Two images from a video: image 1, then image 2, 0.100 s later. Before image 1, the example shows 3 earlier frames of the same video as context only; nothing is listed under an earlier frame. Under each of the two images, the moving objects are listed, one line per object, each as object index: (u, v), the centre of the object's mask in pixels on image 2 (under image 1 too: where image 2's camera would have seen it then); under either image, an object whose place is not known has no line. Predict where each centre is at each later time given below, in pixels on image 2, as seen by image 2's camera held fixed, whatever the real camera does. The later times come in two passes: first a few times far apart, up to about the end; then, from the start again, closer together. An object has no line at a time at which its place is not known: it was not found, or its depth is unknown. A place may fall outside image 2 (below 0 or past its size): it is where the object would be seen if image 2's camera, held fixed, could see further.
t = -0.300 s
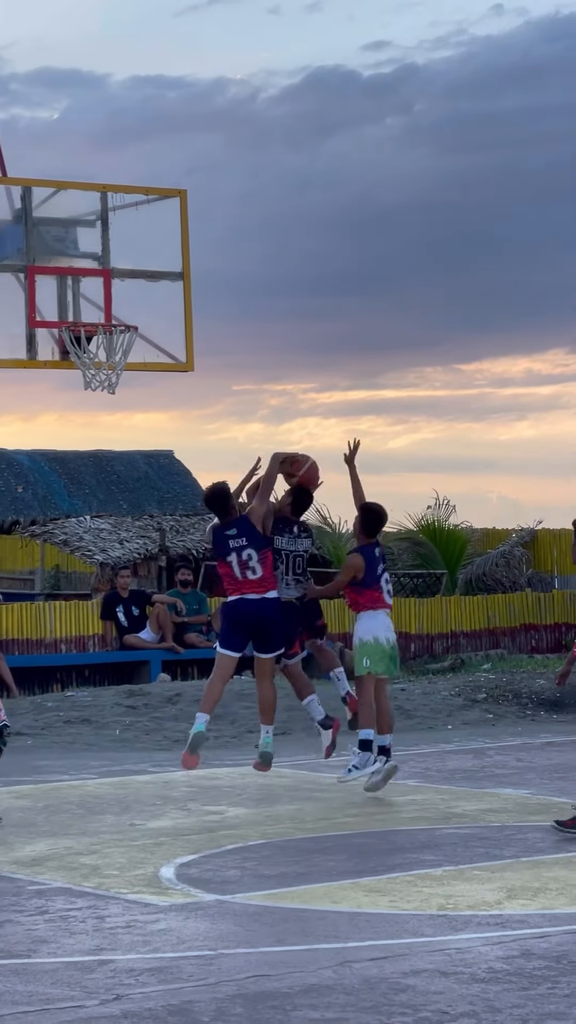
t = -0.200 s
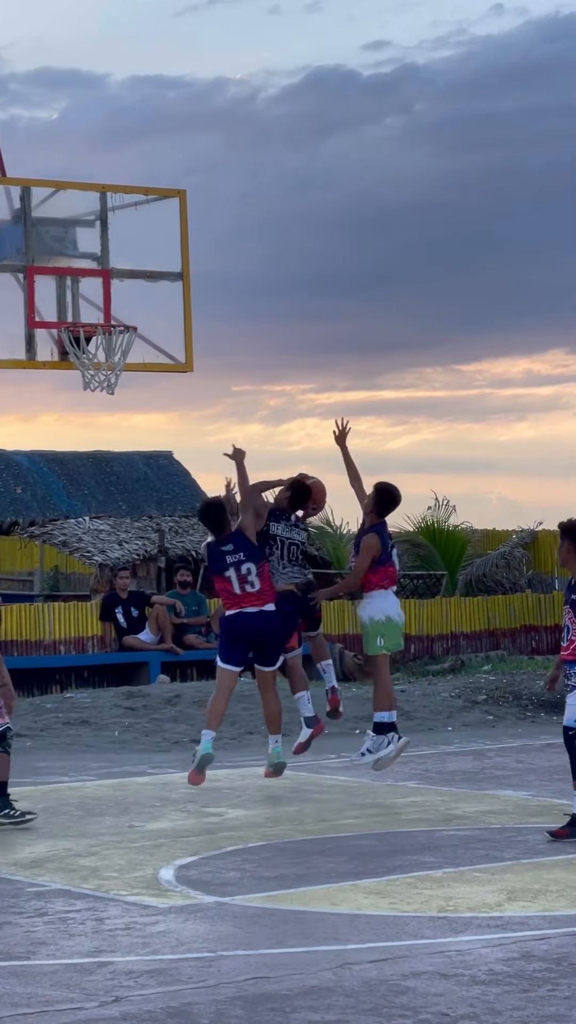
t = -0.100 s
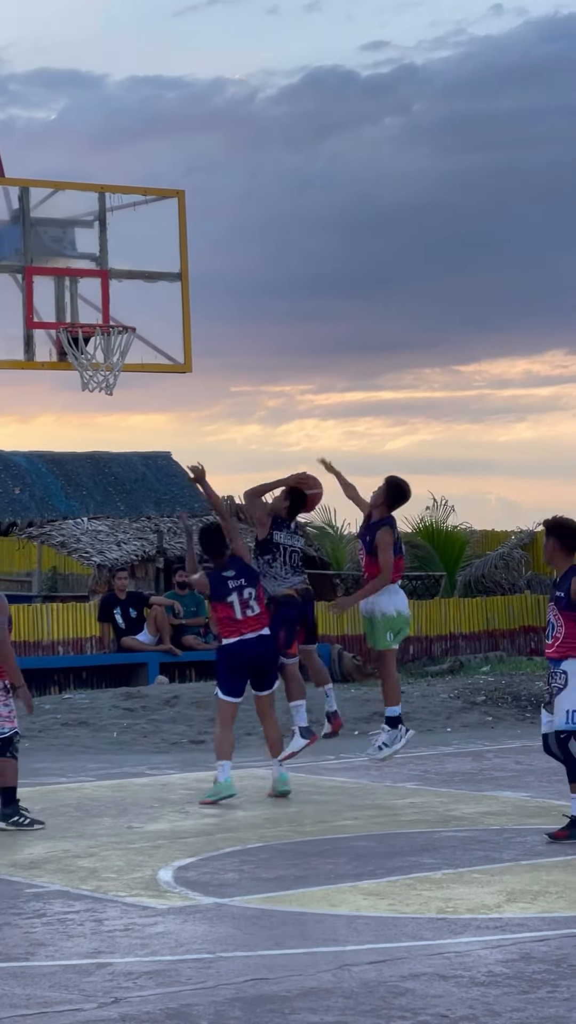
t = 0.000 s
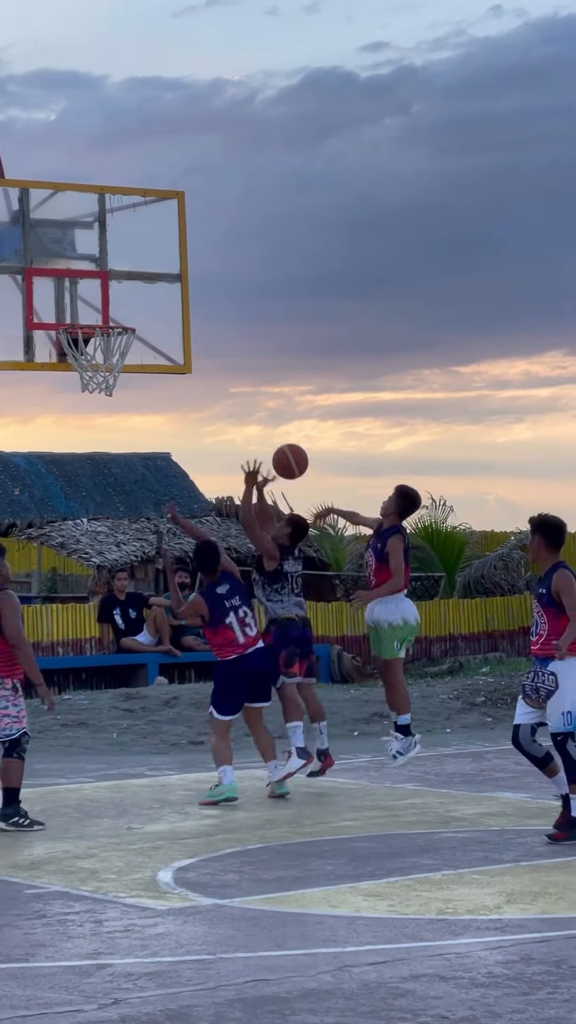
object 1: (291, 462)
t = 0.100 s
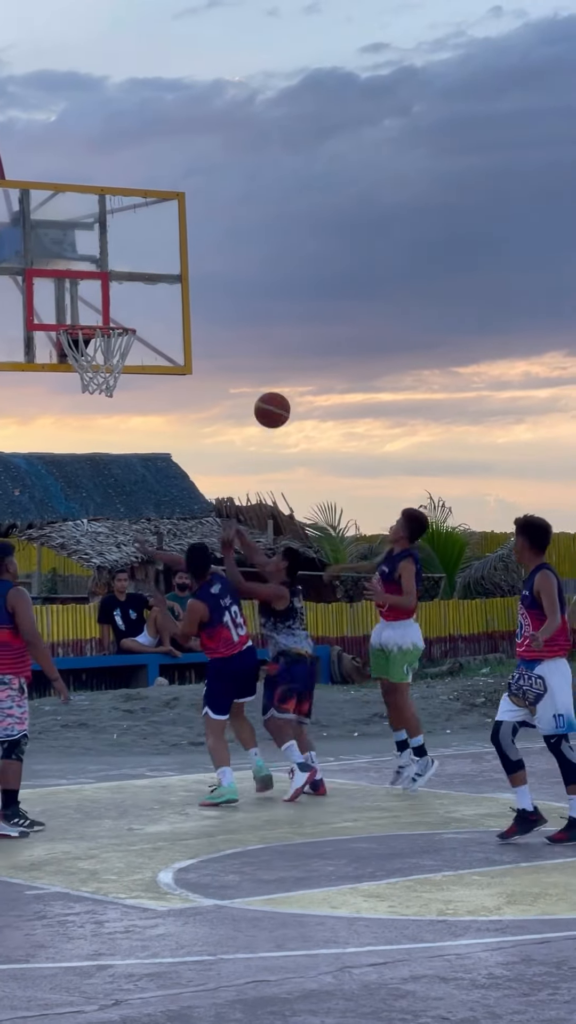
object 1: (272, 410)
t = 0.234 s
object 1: (248, 362)
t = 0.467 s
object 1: (206, 343)
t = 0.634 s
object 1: (176, 378)
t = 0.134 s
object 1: (266, 395)
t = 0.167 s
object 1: (260, 383)
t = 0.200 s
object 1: (254, 372)
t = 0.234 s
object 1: (248, 362)
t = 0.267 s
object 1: (242, 355)
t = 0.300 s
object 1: (237, 349)
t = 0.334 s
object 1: (231, 344)
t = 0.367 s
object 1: (224, 342)
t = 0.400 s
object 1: (218, 340)
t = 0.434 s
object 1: (212, 341)
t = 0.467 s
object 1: (206, 343)
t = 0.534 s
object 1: (194, 351)
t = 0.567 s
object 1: (189, 358)
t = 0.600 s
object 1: (183, 367)
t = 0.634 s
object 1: (176, 378)
